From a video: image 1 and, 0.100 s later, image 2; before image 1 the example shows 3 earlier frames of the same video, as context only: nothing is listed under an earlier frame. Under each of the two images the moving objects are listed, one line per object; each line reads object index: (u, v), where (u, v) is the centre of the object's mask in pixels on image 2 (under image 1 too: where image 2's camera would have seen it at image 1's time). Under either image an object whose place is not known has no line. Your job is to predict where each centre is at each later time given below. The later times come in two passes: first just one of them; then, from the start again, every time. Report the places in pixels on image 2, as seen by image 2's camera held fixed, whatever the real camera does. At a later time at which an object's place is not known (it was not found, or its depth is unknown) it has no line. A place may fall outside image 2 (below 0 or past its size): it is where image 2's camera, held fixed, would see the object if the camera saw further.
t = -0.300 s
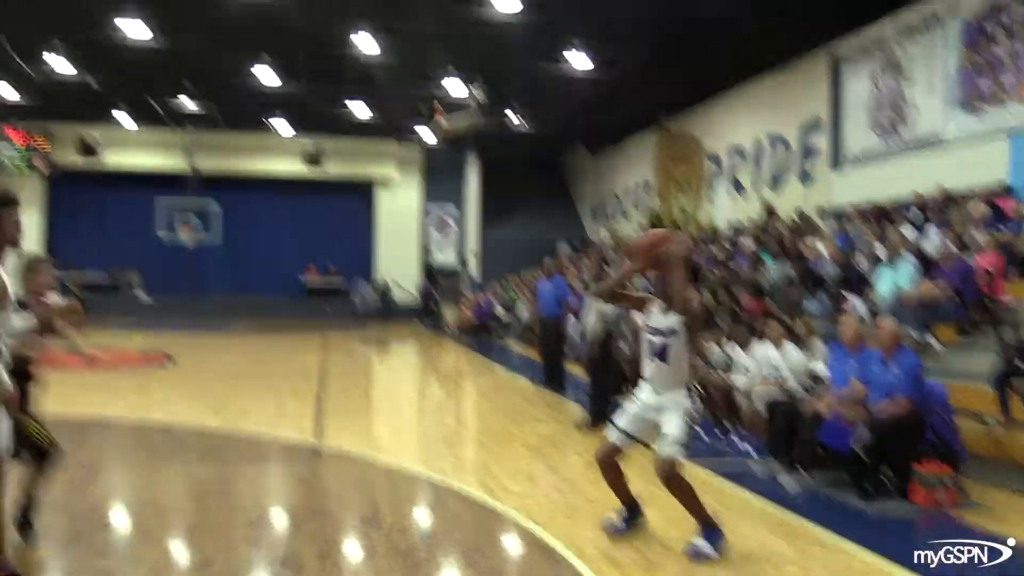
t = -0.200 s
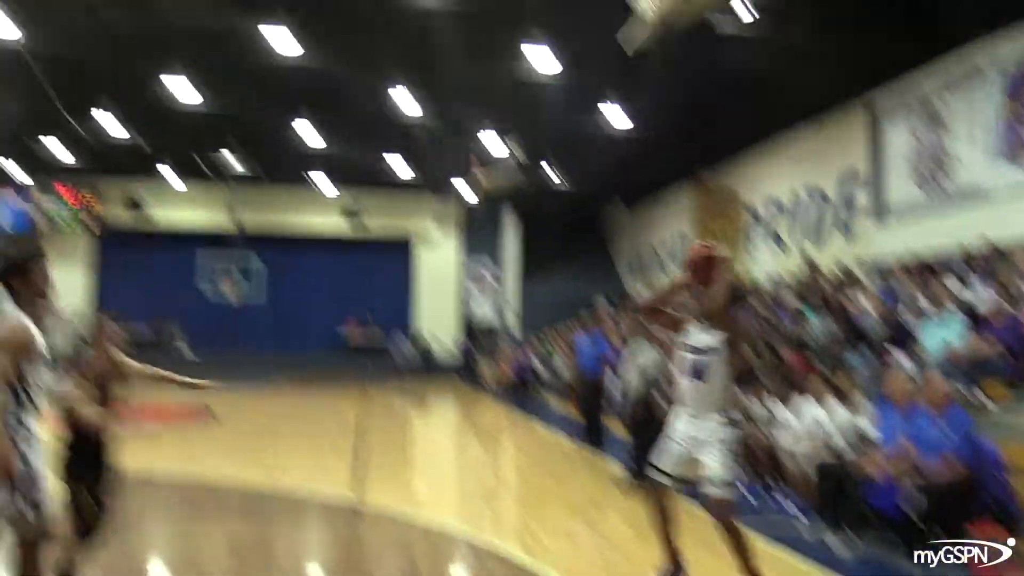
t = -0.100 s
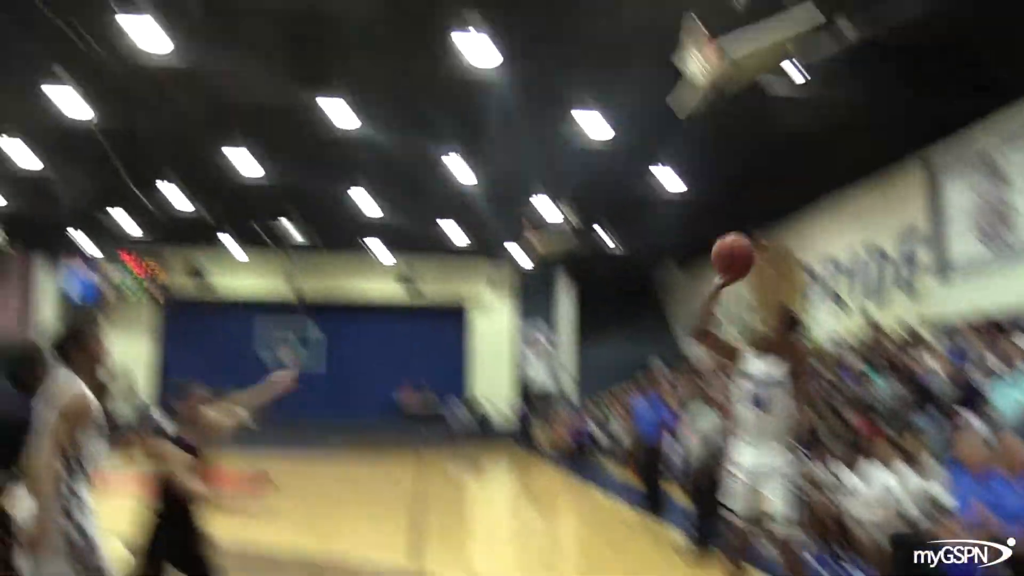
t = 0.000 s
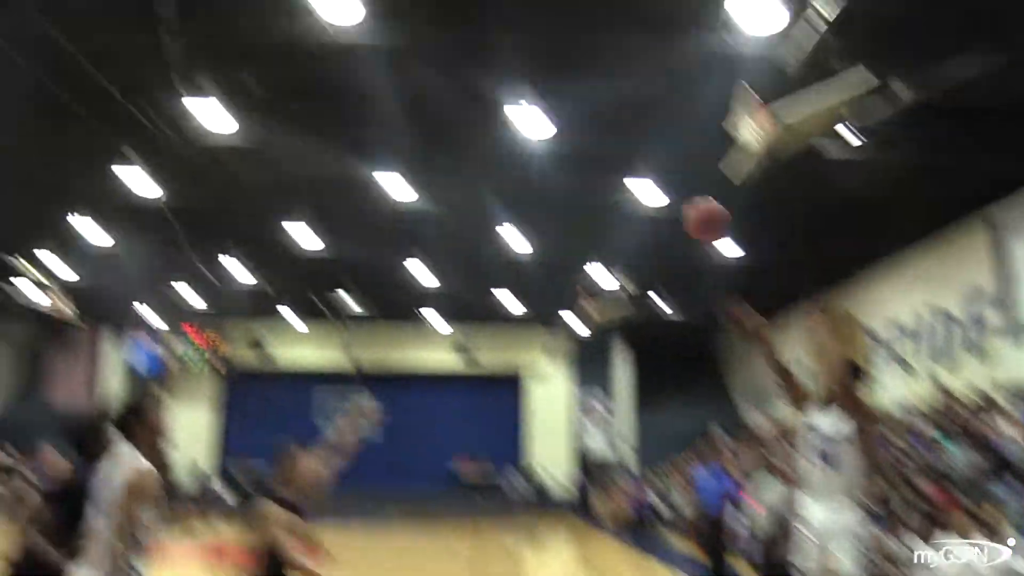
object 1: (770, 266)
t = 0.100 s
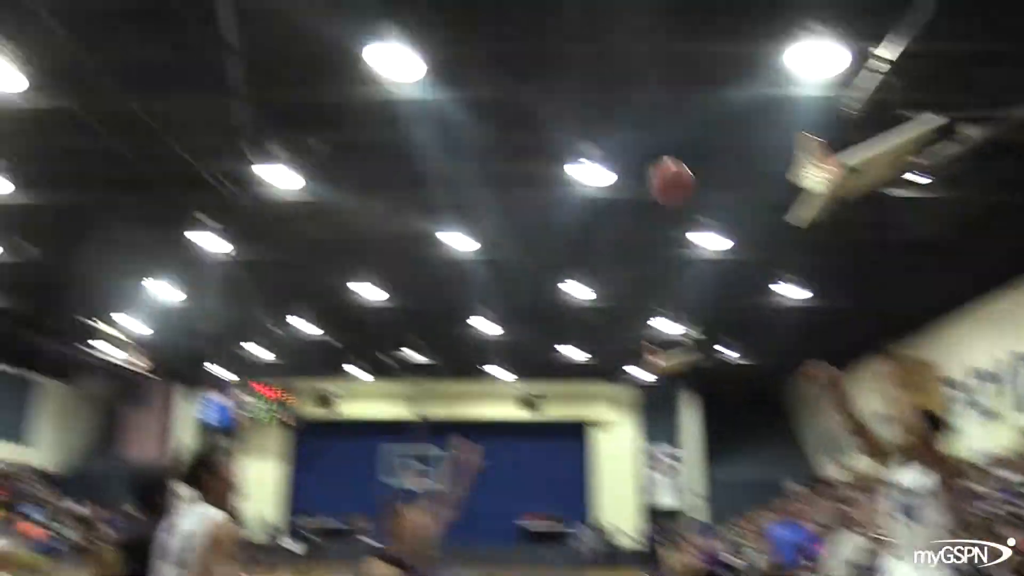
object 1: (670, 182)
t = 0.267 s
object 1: (516, 82)
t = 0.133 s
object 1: (640, 157)
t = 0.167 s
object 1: (607, 135)
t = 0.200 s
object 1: (576, 115)
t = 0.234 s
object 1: (546, 98)
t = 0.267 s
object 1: (516, 82)
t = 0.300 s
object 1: (487, 67)
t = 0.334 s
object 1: (457, 53)
